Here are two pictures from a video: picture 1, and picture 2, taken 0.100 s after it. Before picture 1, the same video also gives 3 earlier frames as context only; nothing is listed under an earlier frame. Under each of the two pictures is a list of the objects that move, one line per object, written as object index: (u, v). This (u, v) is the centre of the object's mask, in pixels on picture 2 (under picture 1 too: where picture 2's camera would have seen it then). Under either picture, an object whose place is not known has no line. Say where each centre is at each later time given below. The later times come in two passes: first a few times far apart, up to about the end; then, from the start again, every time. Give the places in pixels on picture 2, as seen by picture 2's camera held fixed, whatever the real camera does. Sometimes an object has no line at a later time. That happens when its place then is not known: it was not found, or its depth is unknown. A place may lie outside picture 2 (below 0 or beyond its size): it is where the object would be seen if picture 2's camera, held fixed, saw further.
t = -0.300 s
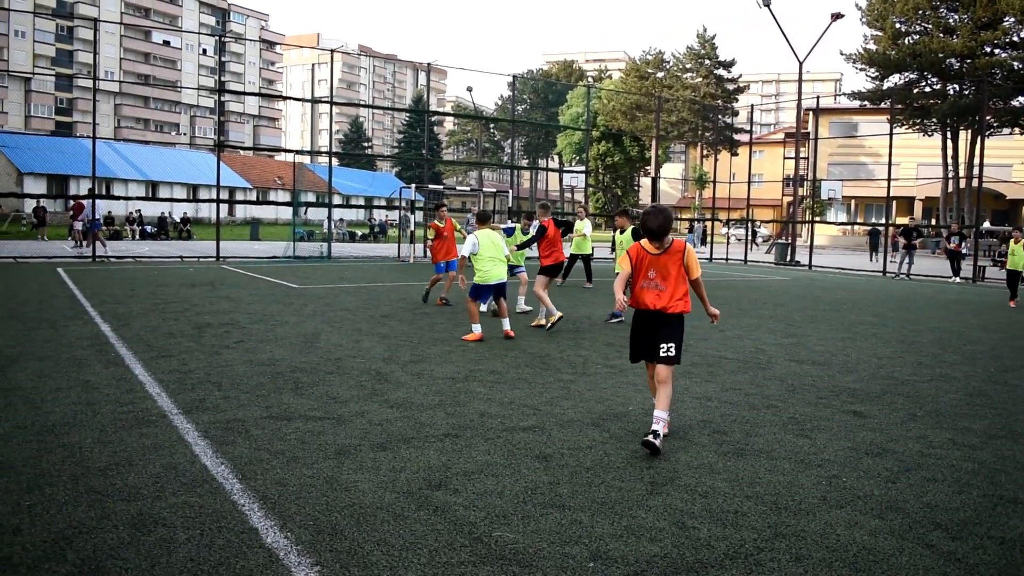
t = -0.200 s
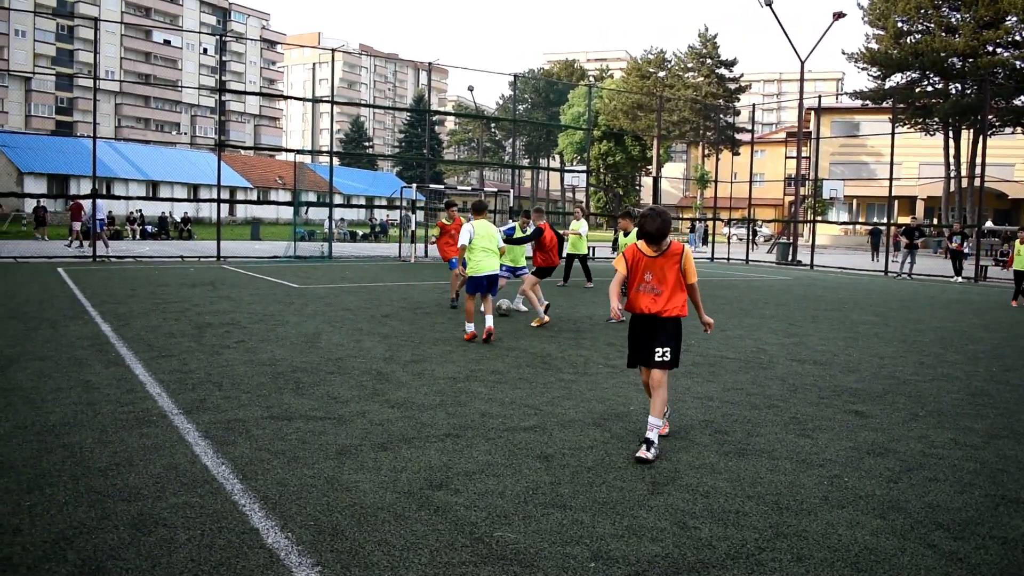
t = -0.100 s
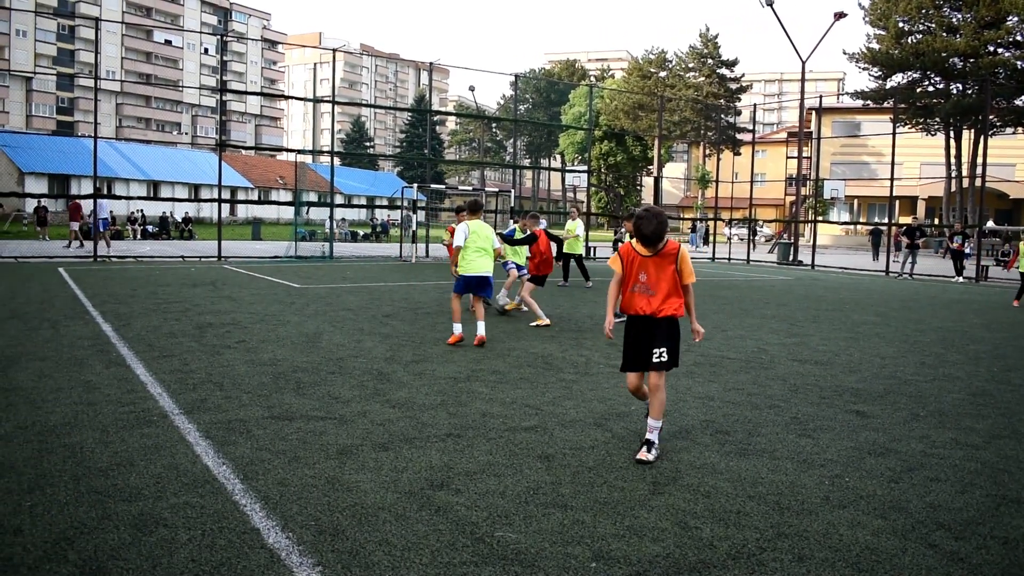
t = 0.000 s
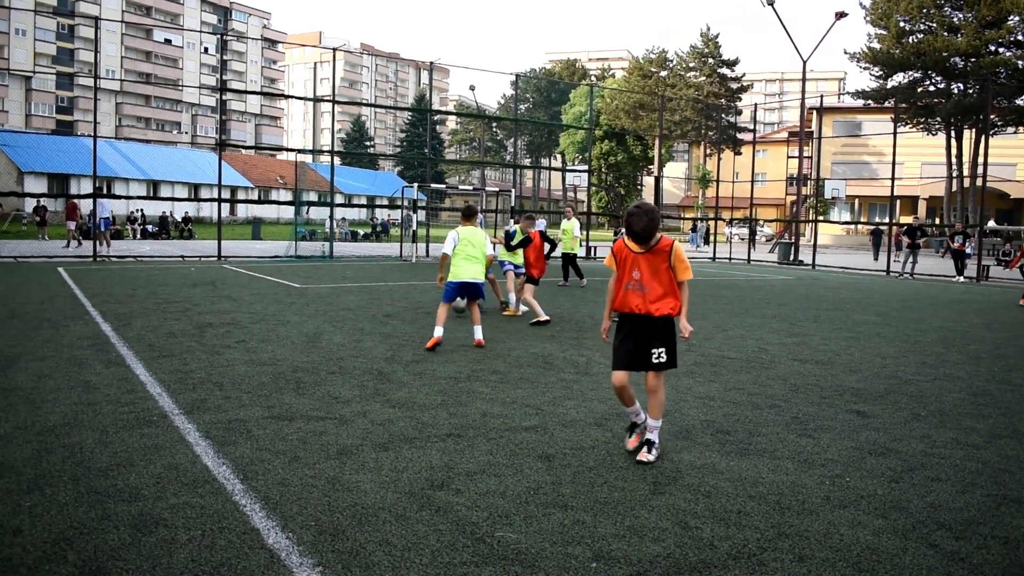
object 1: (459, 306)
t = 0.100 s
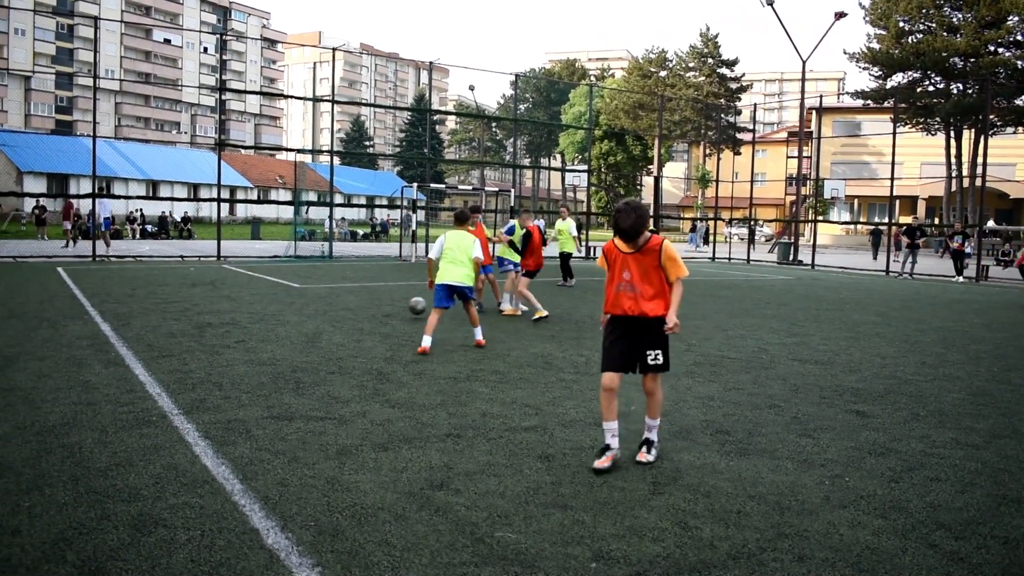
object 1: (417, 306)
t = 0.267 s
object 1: (351, 310)
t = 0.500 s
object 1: (269, 314)
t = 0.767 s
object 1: (181, 317)
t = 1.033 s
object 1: (89, 322)
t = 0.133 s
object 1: (402, 308)
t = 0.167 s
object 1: (388, 312)
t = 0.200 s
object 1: (375, 311)
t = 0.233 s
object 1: (363, 310)
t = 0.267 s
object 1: (351, 310)
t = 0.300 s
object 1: (339, 310)
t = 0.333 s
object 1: (327, 312)
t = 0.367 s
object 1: (315, 315)
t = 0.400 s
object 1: (303, 315)
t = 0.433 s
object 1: (291, 314)
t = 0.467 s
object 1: (280, 313)
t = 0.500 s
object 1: (269, 314)
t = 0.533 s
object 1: (257, 316)
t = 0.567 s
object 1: (247, 317)
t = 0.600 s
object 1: (236, 316)
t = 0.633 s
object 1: (225, 317)
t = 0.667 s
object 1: (213, 318)
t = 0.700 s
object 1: (203, 318)
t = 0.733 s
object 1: (191, 317)
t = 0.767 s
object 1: (181, 317)
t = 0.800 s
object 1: (170, 319)
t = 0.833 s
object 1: (159, 318)
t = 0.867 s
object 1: (148, 319)
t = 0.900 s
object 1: (136, 320)
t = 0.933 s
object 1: (125, 320)
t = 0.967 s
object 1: (113, 321)
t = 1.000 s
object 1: (101, 321)
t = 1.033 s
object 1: (89, 322)
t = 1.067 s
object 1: (78, 323)
